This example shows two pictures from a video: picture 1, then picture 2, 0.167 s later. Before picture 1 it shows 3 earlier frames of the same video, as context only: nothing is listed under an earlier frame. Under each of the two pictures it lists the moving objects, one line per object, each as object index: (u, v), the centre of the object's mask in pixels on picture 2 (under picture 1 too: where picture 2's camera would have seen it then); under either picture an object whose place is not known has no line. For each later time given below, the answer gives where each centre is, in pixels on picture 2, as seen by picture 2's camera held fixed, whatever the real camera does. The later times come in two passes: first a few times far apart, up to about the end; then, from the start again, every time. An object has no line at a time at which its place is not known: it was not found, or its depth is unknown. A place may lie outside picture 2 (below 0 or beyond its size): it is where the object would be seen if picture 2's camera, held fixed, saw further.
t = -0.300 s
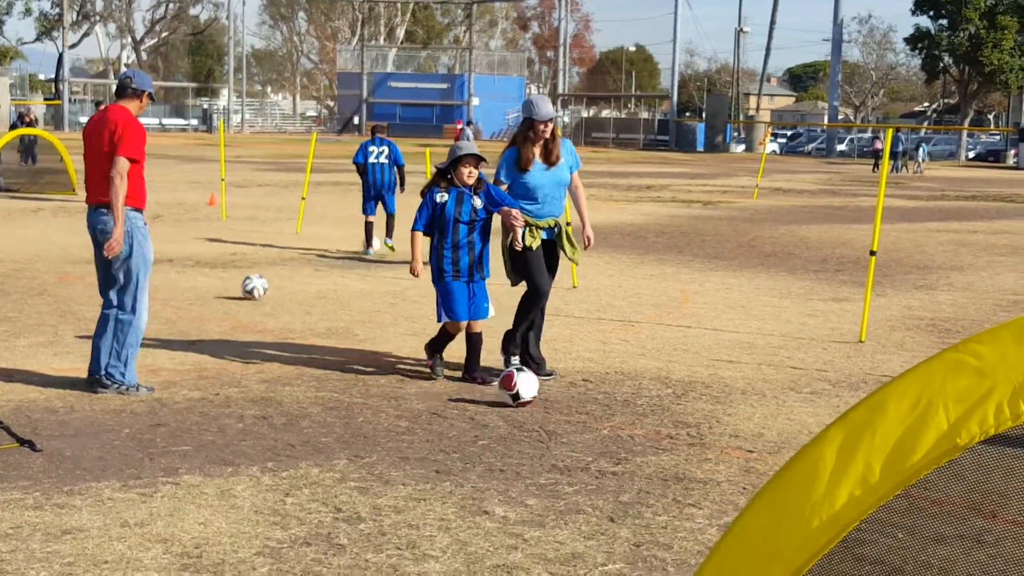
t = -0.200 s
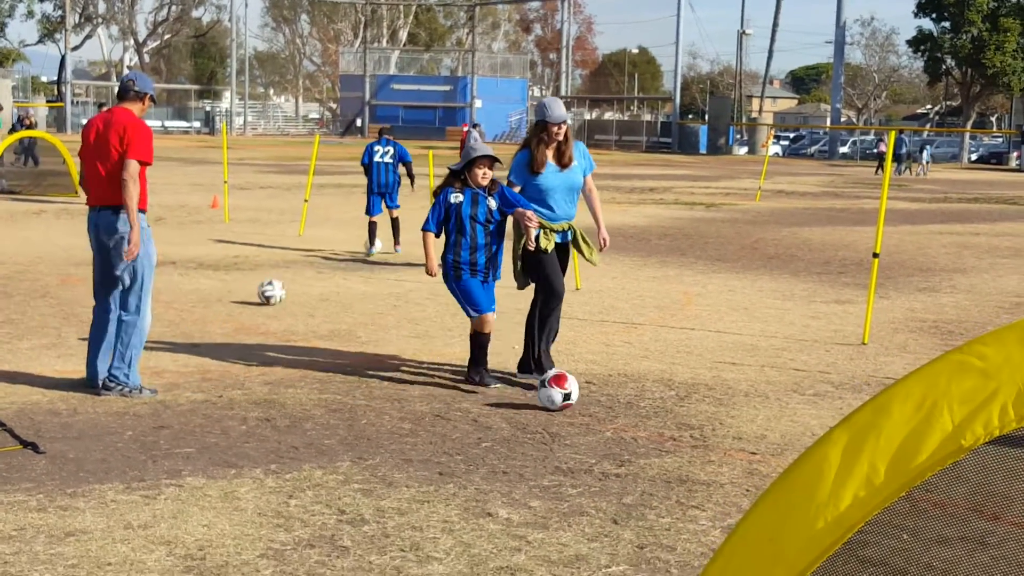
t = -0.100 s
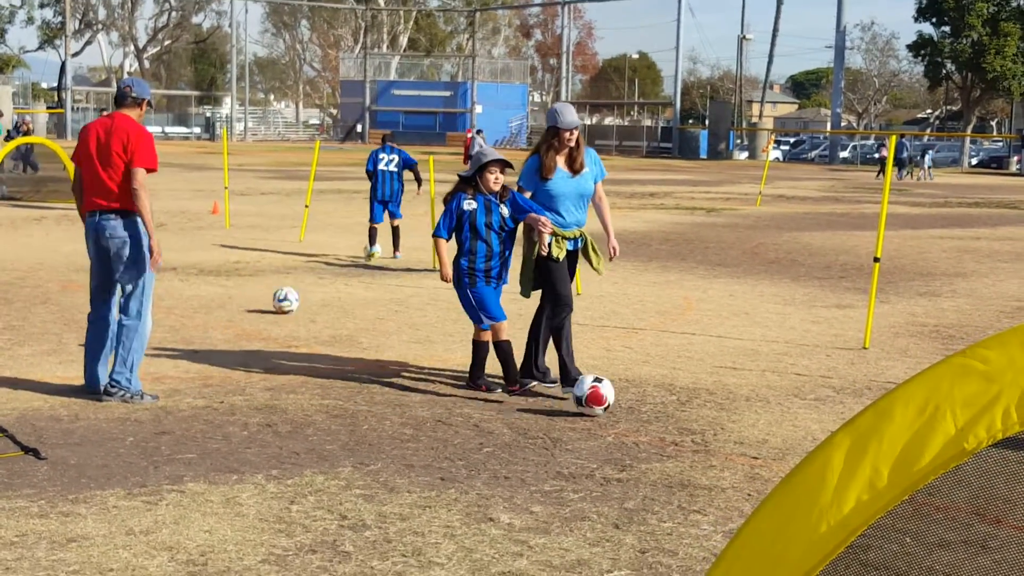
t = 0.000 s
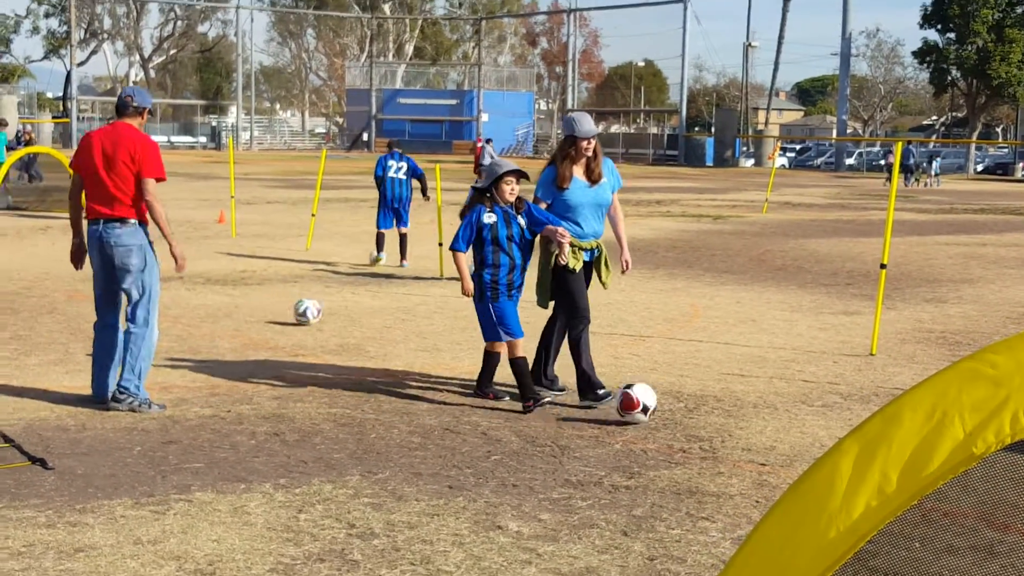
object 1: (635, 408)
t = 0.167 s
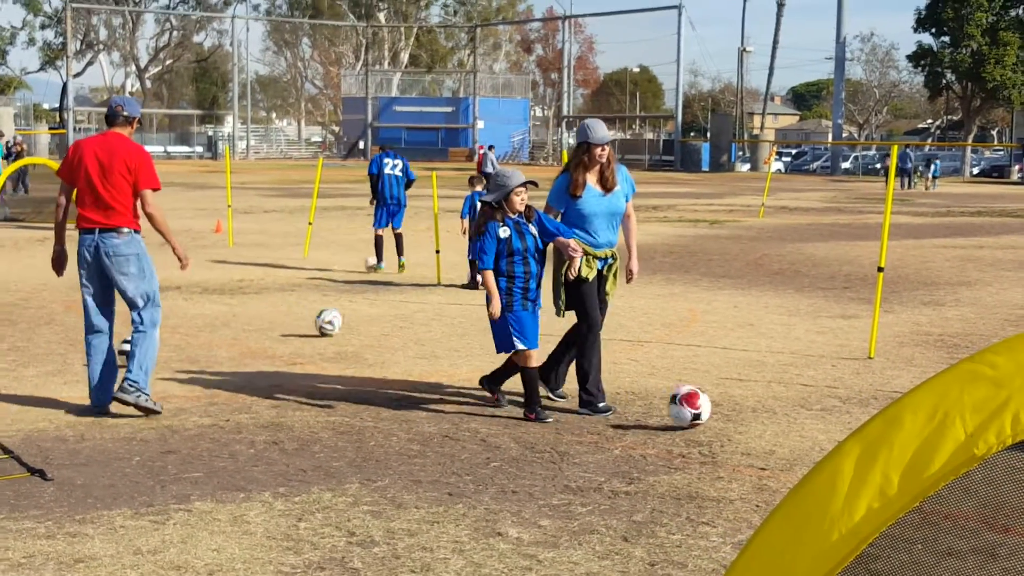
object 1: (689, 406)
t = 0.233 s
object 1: (711, 409)
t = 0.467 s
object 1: (786, 413)
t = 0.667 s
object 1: (846, 415)
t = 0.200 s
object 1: (700, 408)
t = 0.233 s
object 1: (711, 409)
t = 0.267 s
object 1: (722, 409)
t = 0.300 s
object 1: (733, 410)
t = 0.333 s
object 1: (744, 410)
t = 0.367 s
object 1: (755, 412)
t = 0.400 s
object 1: (765, 412)
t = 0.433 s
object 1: (776, 412)
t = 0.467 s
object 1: (786, 413)
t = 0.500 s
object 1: (796, 414)
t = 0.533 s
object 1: (806, 413)
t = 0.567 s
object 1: (816, 414)
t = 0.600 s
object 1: (826, 414)
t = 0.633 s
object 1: (836, 415)
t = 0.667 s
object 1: (846, 415)
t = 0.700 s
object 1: (855, 414)
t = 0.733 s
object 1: (863, 412)
